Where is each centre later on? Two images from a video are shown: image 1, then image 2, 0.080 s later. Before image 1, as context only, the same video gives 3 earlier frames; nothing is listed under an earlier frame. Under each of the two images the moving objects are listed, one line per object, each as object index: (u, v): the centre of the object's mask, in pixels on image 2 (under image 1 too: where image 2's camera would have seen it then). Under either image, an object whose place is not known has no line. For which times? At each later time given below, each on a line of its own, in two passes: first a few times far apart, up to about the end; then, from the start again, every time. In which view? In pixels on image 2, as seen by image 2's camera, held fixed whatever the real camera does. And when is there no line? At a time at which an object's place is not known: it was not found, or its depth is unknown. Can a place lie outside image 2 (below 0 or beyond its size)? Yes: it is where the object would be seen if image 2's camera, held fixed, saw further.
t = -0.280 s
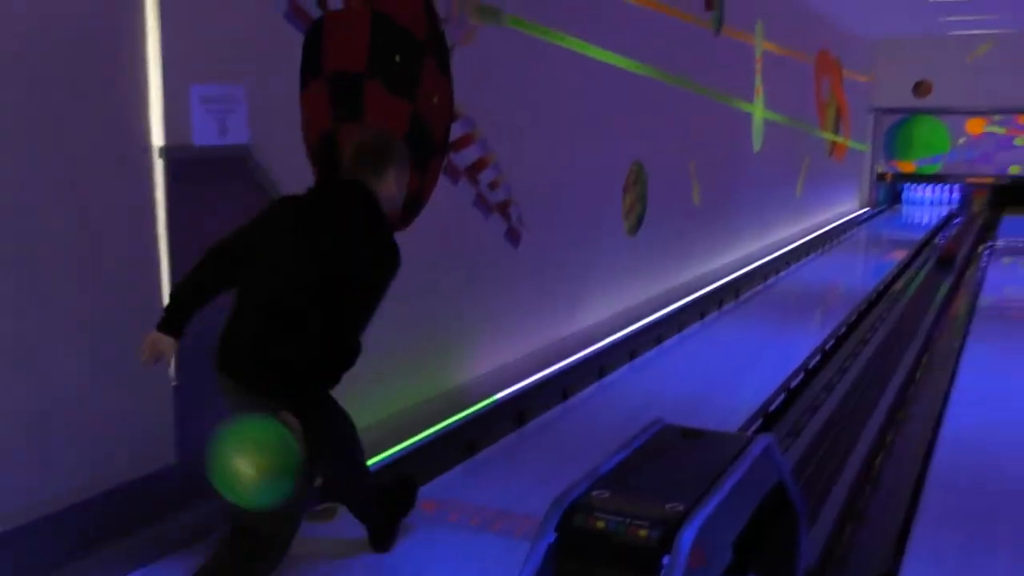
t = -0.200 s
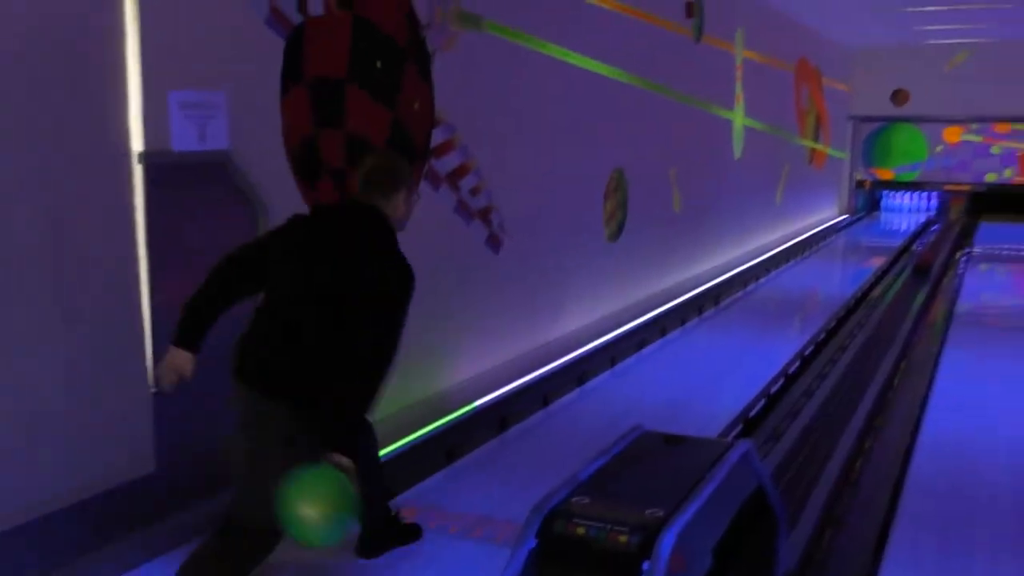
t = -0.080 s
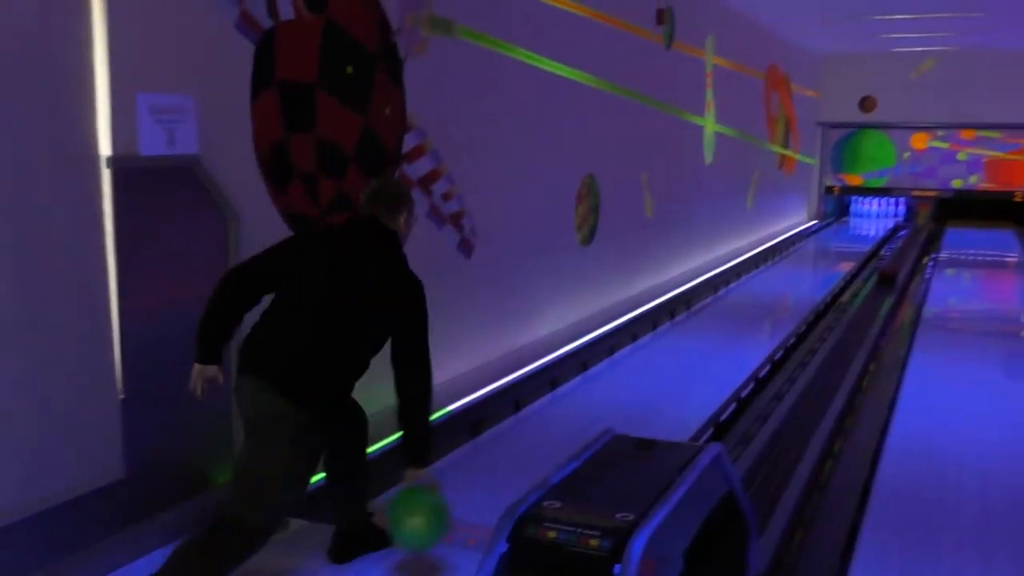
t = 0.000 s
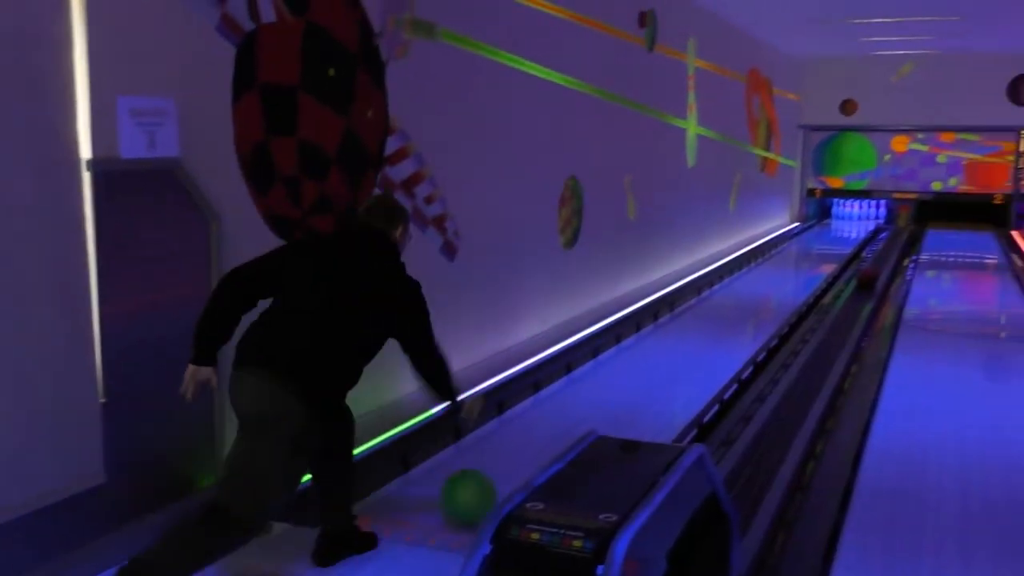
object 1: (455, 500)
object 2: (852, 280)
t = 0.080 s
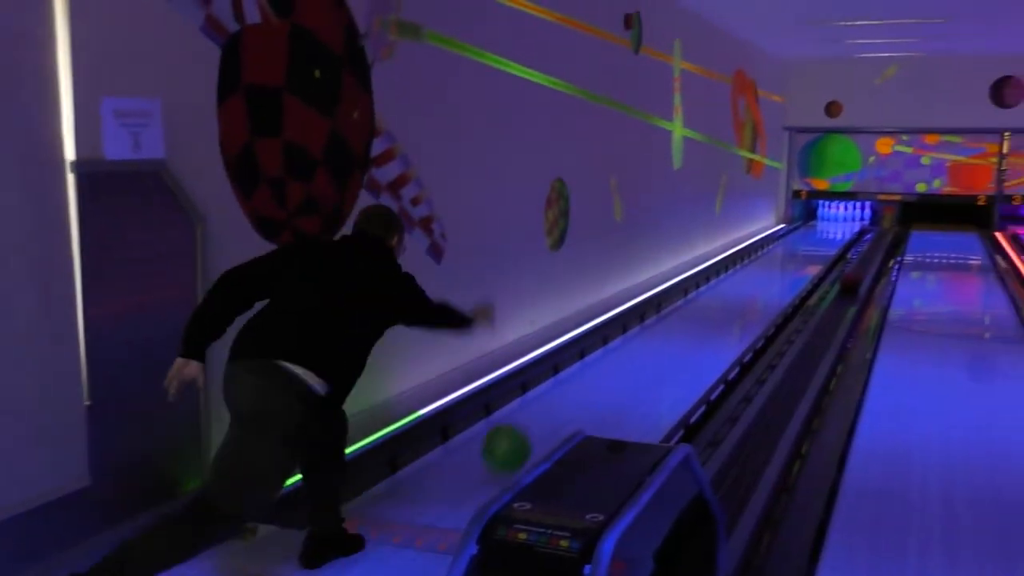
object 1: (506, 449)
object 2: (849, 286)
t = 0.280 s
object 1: (593, 390)
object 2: (844, 292)
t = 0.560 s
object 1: (667, 336)
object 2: (837, 305)
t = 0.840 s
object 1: (712, 300)
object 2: (827, 321)
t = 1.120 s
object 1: (741, 276)
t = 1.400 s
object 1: (761, 259)
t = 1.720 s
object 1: (777, 245)
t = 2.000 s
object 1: (786, 235)
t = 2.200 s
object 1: (796, 229)
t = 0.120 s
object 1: (528, 427)
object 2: (849, 286)
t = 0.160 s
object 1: (547, 412)
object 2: (848, 287)
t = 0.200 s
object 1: (564, 400)
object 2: (846, 289)
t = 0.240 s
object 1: (579, 393)
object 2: (846, 288)
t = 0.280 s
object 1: (593, 390)
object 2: (844, 292)
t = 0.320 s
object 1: (606, 384)
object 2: (843, 293)
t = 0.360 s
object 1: (618, 374)
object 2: (842, 296)
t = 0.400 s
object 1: (629, 366)
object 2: (841, 298)
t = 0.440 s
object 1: (639, 357)
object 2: (840, 299)
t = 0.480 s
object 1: (649, 349)
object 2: (839, 300)
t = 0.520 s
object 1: (659, 342)
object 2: (838, 304)
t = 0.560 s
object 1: (667, 336)
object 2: (837, 305)
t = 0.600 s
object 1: (675, 330)
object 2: (836, 308)
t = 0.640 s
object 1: (681, 324)
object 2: (835, 309)
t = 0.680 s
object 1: (688, 319)
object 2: (834, 312)
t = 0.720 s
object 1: (695, 314)
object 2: (832, 315)
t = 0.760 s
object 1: (700, 309)
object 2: (830, 317)
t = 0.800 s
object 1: (706, 305)
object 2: (829, 319)
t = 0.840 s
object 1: (712, 300)
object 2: (827, 321)
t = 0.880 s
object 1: (717, 297)
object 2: (825, 326)
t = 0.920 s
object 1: (721, 293)
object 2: (824, 326)
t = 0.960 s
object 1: (725, 289)
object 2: (823, 329)
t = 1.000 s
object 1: (730, 285)
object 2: (822, 331)
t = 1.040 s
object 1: (734, 282)
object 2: (820, 334)
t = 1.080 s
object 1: (738, 279)
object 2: (819, 337)
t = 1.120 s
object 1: (741, 276)
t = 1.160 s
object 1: (745, 273)
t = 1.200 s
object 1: (748, 270)
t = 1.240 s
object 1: (751, 268)
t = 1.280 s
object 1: (754, 265)
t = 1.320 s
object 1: (757, 263)
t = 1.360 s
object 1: (759, 261)
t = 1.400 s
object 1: (761, 259)
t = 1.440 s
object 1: (764, 257)
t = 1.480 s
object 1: (765, 254)
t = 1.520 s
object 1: (768, 253)
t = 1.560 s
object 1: (769, 251)
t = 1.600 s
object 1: (772, 250)
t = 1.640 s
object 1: (773, 248)
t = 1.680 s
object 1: (776, 246)
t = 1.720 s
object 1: (777, 245)
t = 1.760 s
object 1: (779, 243)
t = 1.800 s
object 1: (780, 242)
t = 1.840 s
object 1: (781, 240)
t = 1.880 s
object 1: (783, 239)
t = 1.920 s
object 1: (784, 238)
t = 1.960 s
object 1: (785, 237)
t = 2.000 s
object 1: (786, 235)
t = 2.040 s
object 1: (788, 233)
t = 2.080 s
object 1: (790, 232)
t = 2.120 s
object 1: (791, 231)
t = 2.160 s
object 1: (792, 231)
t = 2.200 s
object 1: (796, 229)
